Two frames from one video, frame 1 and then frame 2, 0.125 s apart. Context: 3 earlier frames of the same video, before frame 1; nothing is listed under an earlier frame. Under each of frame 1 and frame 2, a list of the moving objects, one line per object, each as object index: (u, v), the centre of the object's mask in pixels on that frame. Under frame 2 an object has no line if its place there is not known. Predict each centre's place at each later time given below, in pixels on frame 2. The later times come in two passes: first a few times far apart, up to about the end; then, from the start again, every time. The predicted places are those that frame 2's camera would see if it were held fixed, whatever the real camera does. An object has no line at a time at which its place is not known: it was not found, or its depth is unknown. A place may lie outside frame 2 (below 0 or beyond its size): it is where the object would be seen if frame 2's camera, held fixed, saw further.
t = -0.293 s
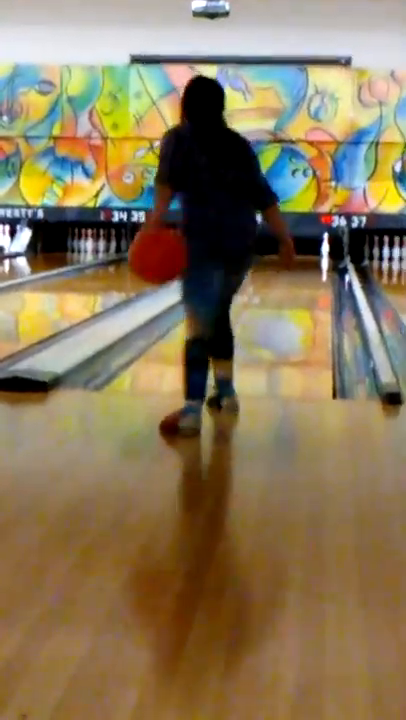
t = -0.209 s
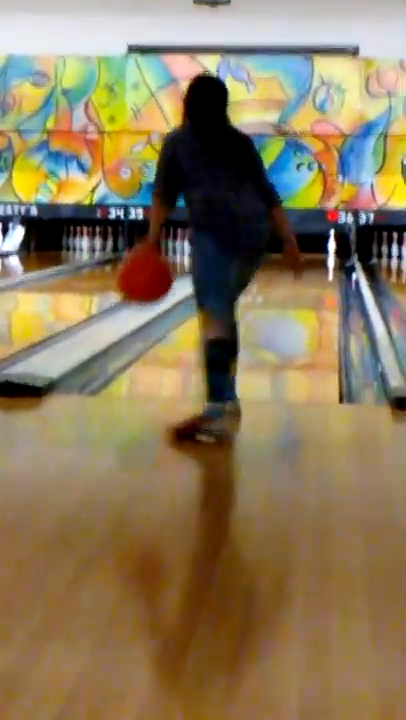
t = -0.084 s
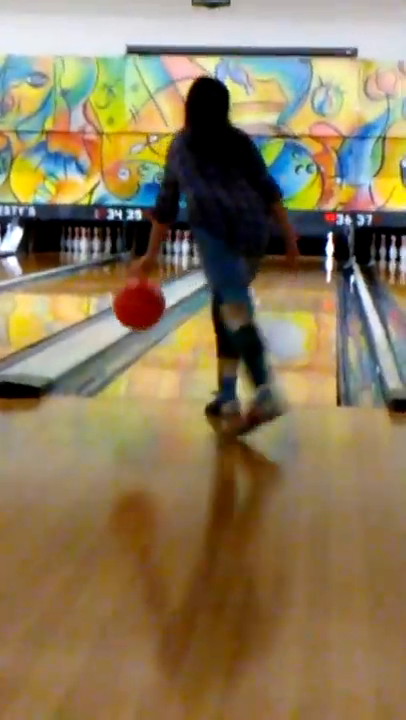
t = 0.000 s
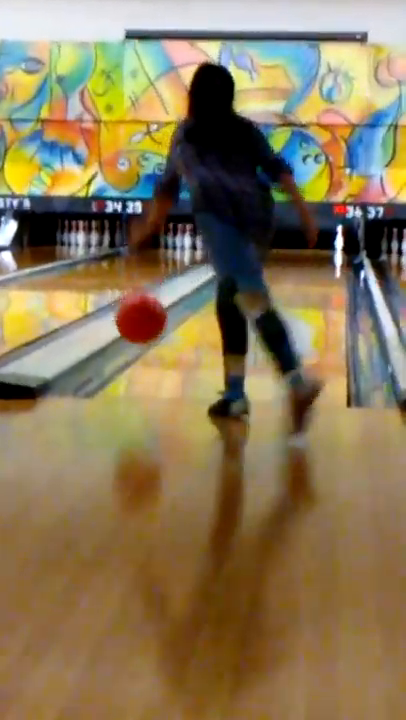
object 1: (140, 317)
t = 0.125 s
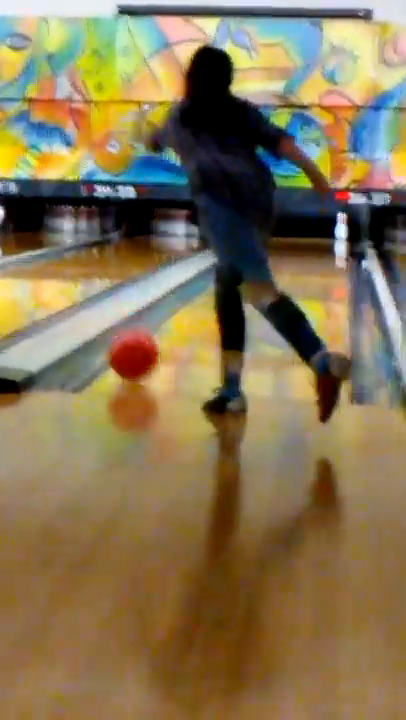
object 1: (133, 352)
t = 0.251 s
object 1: (134, 346)
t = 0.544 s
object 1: (137, 322)
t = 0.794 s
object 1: (136, 316)
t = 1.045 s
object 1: (151, 306)
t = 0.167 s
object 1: (133, 348)
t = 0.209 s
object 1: (133, 347)
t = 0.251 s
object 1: (134, 346)
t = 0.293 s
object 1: (133, 341)
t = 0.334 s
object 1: (134, 338)
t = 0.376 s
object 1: (135, 336)
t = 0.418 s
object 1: (135, 330)
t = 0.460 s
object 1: (136, 328)
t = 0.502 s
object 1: (136, 325)
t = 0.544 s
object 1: (137, 322)
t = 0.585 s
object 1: (138, 320)
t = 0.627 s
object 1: (138, 318)
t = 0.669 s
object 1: (137, 318)
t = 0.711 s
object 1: (137, 317)
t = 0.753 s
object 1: (135, 317)
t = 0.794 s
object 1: (136, 316)
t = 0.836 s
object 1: (139, 316)
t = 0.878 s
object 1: (142, 314)
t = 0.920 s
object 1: (143, 313)
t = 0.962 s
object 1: (146, 311)
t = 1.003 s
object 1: (149, 309)
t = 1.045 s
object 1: (151, 306)
